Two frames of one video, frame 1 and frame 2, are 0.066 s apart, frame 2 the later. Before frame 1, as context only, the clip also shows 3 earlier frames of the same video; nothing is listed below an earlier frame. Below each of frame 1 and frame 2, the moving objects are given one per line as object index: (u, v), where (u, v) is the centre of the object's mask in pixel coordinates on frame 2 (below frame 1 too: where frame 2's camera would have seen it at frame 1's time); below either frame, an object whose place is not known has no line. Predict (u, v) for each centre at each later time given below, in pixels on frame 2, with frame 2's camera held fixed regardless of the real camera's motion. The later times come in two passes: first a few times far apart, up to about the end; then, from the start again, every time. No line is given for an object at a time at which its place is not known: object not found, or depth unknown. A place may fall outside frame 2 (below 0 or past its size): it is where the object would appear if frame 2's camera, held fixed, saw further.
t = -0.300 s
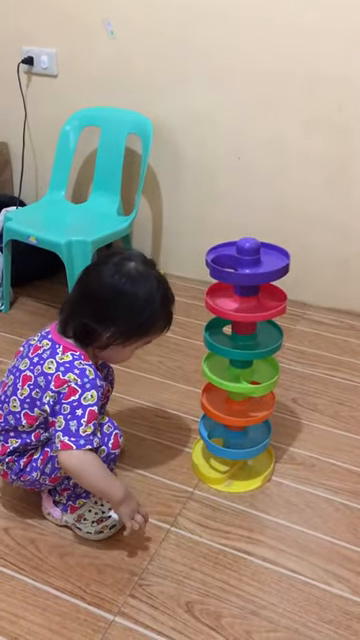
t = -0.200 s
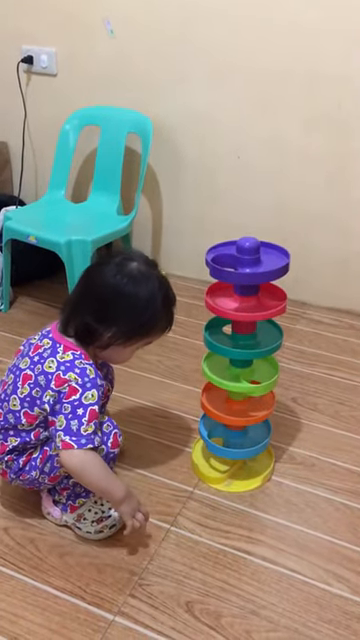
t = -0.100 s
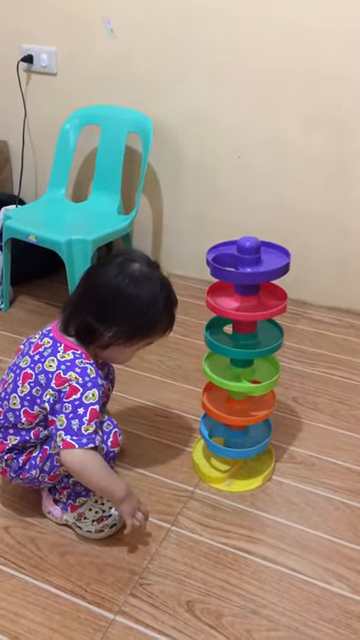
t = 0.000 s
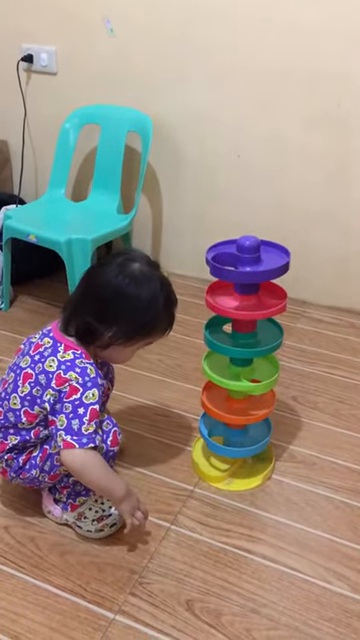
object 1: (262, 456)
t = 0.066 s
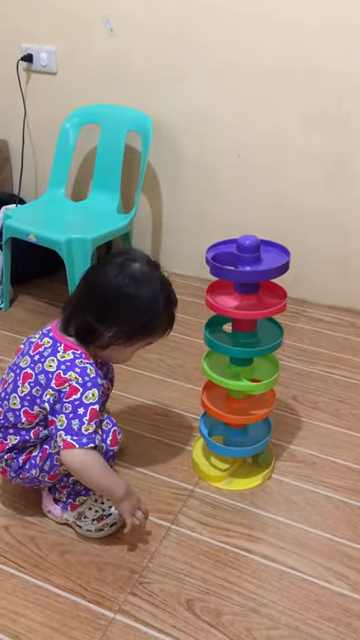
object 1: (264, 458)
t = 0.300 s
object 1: (245, 472)
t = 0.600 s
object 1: (219, 496)
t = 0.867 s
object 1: (194, 517)
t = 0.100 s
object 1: (263, 459)
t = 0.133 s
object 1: (260, 462)
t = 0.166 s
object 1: (256, 465)
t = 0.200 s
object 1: (254, 467)
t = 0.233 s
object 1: (252, 469)
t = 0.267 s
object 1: (248, 471)
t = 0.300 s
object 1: (245, 472)
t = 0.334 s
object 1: (242, 474)
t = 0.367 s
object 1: (238, 478)
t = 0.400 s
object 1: (235, 479)
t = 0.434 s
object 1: (233, 481)
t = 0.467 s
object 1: (230, 484)
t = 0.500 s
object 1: (228, 487)
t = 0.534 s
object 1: (225, 489)
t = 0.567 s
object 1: (222, 492)
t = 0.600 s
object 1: (219, 496)
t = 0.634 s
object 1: (215, 498)
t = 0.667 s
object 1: (213, 501)
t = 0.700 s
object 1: (209, 504)
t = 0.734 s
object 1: (206, 507)
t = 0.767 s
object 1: (204, 509)
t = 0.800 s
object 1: (200, 512)
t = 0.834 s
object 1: (197, 514)
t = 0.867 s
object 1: (194, 517)
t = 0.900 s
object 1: (190, 520)
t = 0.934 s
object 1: (187, 522)
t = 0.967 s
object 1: (184, 525)
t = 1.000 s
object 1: (181, 527)
